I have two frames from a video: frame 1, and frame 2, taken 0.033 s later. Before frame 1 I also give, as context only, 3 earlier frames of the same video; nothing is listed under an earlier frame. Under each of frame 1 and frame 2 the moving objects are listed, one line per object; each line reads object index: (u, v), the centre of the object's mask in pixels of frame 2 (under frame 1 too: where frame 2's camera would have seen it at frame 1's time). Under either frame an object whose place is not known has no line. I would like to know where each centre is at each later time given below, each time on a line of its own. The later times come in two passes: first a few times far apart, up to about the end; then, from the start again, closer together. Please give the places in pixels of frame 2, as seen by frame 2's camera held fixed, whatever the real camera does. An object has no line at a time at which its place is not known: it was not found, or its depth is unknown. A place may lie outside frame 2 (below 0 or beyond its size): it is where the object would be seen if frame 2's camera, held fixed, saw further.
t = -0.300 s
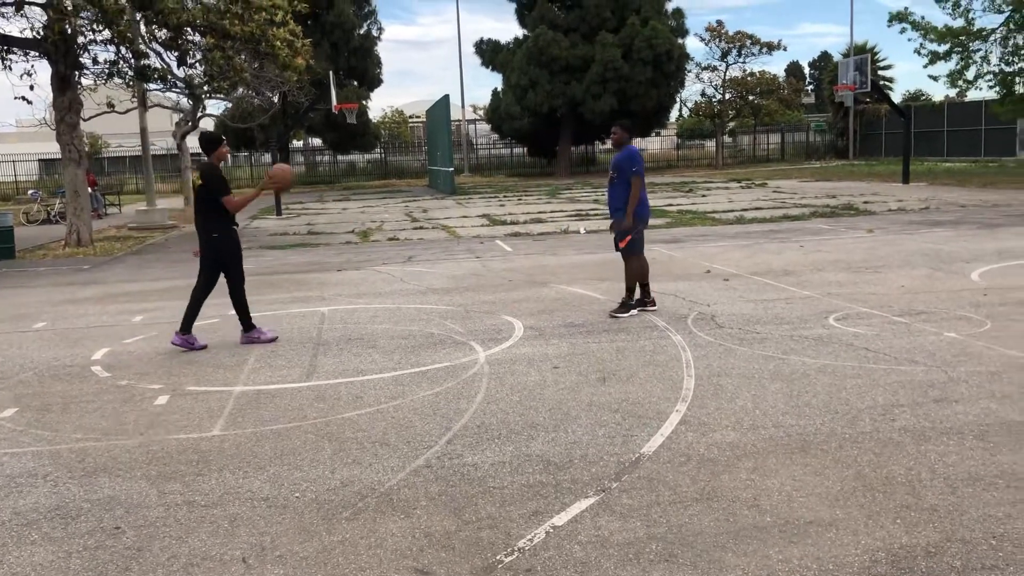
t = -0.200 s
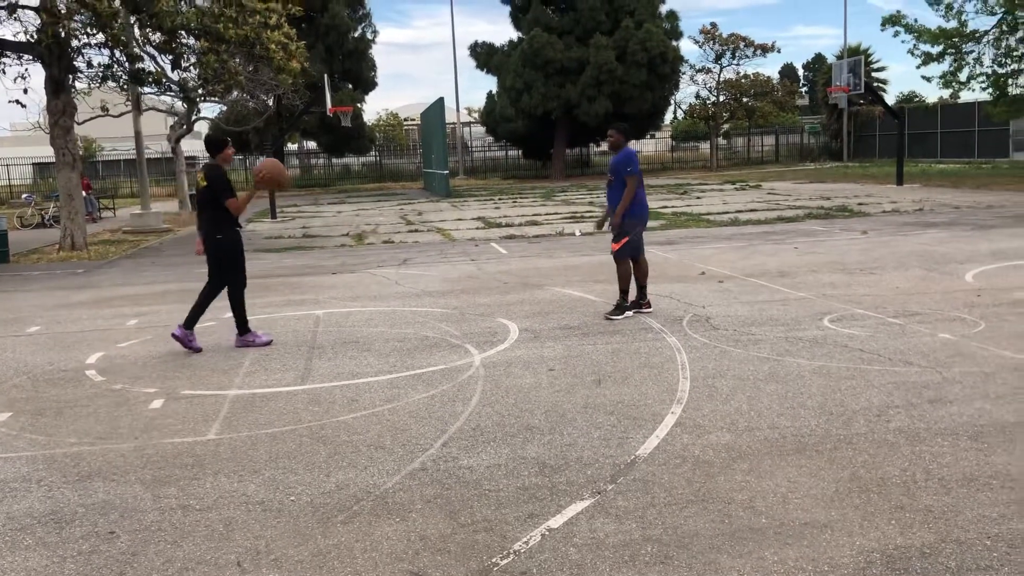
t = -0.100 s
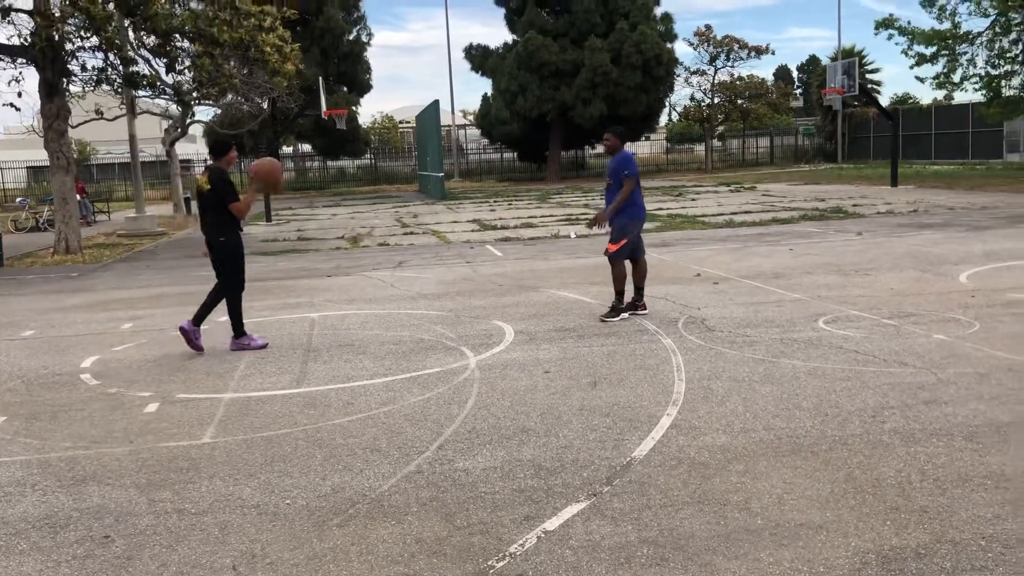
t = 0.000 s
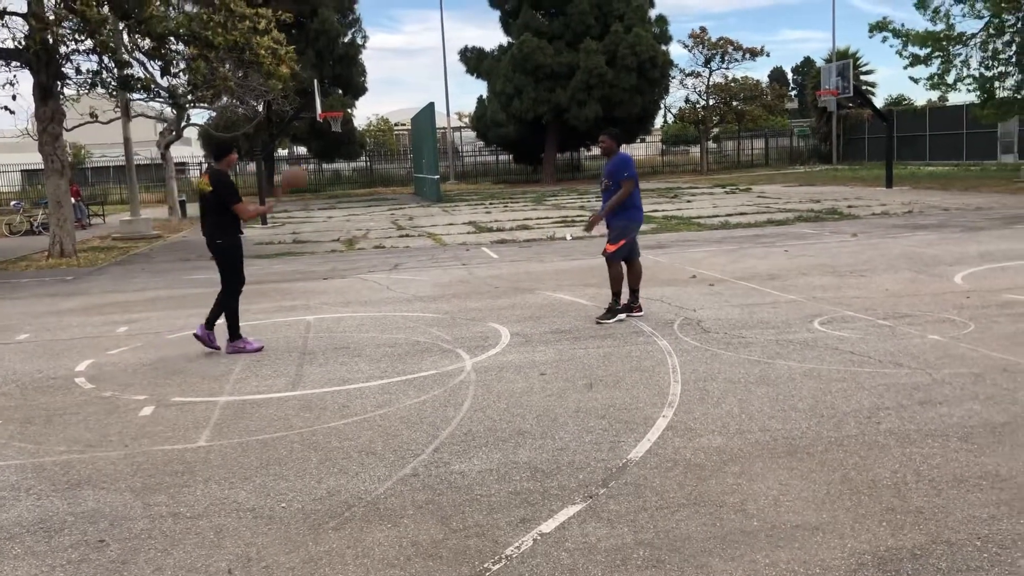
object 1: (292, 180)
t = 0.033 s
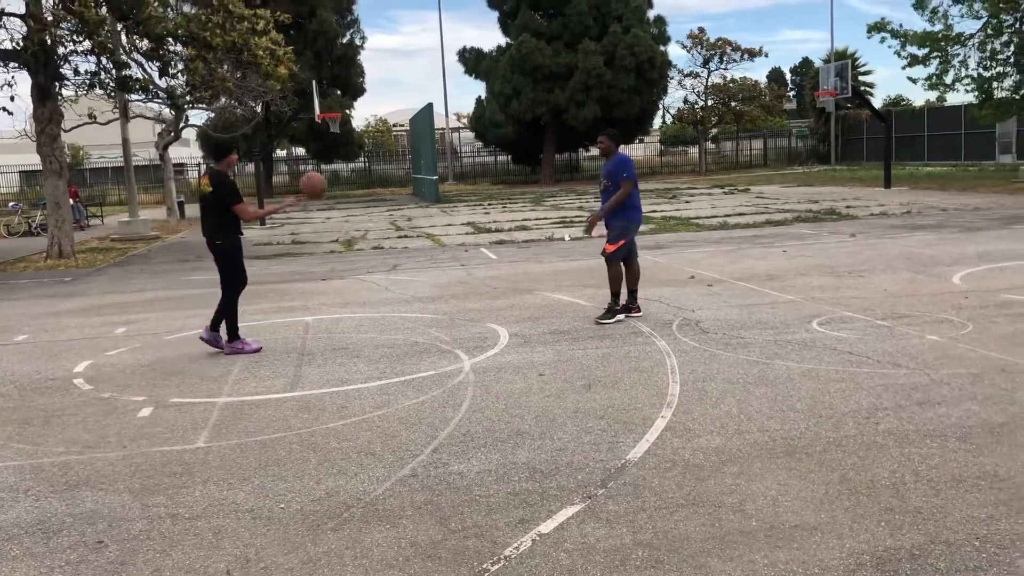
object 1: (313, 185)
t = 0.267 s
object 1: (451, 255)
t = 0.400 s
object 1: (524, 315)
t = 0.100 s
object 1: (355, 201)
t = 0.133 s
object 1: (374, 211)
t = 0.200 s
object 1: (413, 230)
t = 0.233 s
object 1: (433, 242)
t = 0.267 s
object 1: (451, 255)
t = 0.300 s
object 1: (469, 268)
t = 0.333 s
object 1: (488, 283)
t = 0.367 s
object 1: (506, 298)
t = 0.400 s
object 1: (524, 315)
